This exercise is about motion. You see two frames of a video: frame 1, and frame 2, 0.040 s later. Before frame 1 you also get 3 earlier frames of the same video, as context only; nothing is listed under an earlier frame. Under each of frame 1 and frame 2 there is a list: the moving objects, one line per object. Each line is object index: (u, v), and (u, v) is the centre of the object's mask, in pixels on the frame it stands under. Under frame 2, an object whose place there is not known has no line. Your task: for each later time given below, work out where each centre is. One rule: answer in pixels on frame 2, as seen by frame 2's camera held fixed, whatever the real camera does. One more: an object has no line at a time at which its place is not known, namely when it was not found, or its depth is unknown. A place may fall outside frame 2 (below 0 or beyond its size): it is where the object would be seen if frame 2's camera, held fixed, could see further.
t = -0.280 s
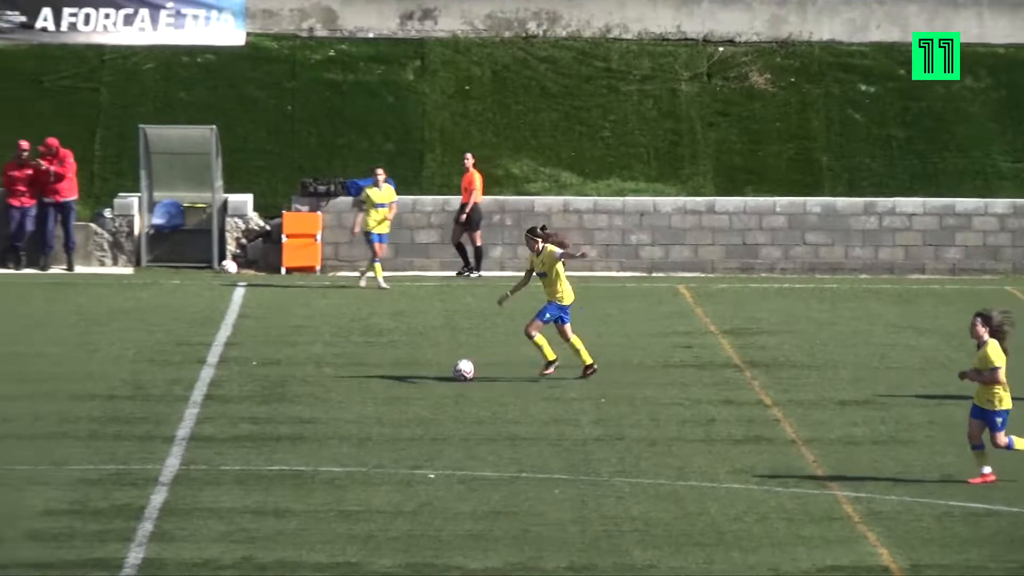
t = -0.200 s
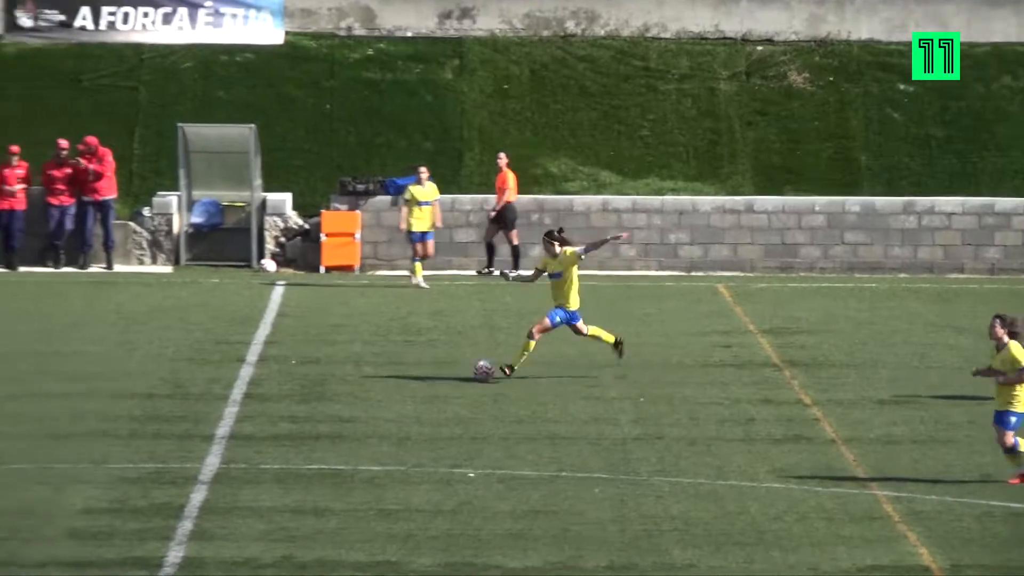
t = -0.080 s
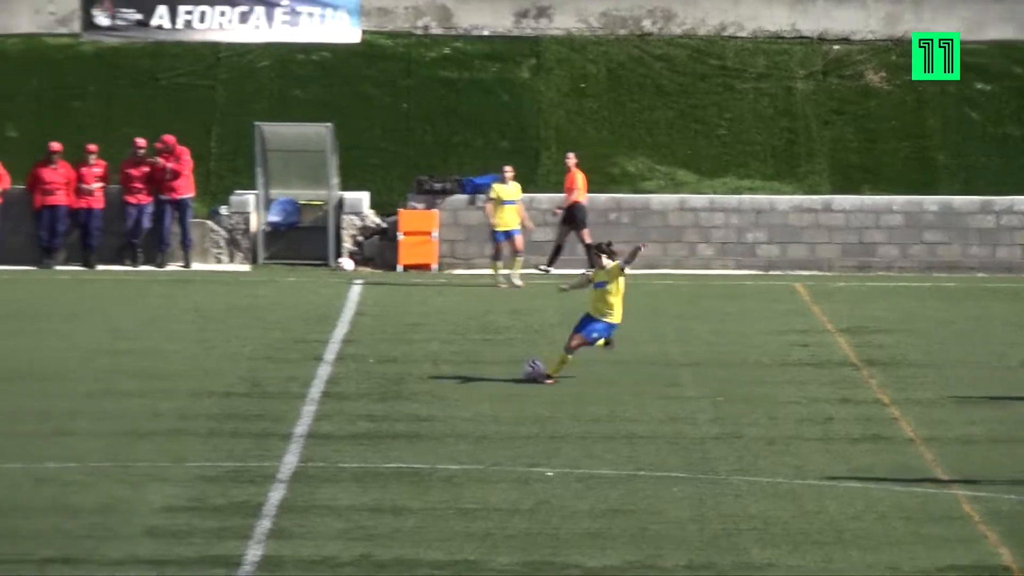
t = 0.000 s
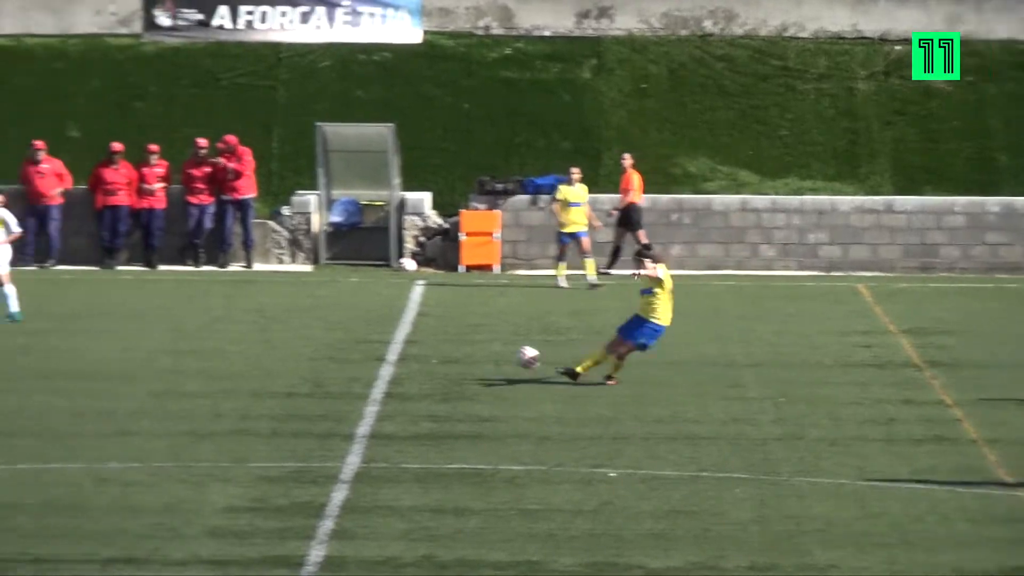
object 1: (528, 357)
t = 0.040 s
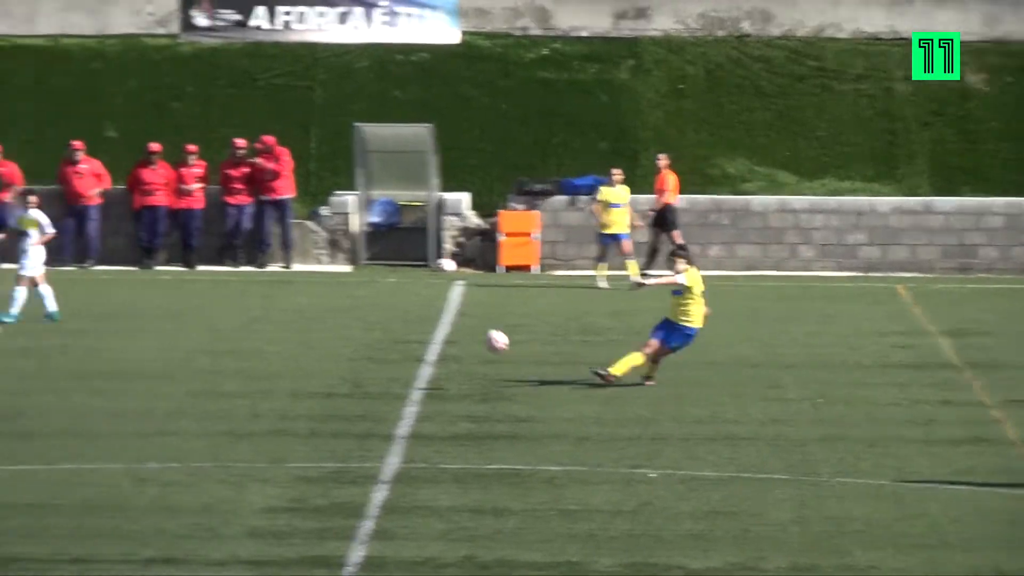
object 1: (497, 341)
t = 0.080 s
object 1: (425, 324)
